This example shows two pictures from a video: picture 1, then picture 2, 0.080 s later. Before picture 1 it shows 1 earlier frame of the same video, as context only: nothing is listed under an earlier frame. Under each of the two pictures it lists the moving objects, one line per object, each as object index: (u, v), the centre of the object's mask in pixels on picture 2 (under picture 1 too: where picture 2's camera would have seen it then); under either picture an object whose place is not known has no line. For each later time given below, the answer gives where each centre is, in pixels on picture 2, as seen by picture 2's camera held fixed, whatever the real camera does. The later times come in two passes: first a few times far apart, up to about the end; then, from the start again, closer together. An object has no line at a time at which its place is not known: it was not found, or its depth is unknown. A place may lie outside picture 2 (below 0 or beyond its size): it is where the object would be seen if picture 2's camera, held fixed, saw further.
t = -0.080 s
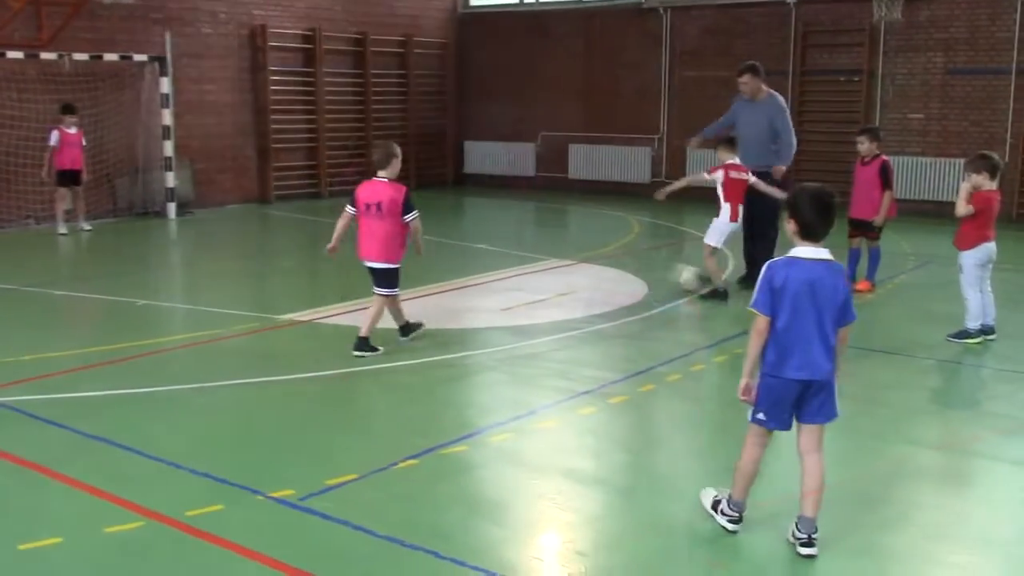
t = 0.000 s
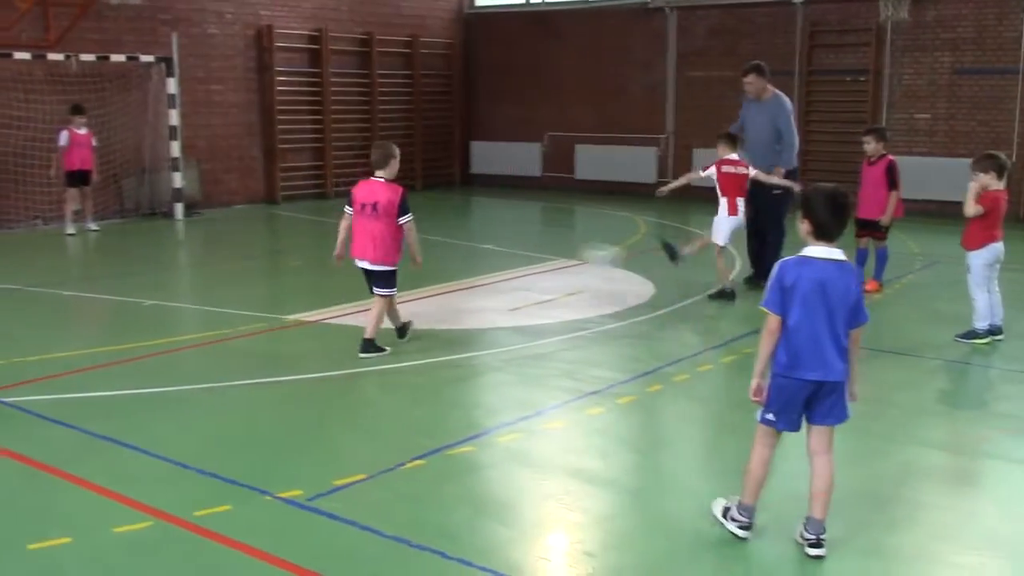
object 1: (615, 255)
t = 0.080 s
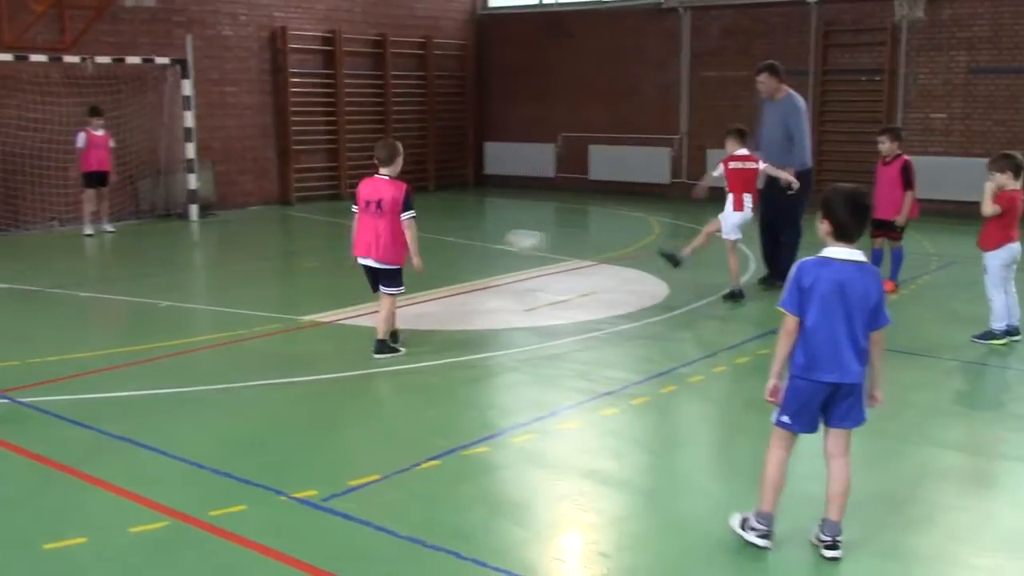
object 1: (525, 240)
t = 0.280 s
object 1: (315, 235)
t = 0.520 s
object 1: (107, 243)
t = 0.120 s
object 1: (481, 237)
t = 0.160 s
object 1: (440, 234)
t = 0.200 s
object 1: (405, 232)
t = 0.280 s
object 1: (315, 235)
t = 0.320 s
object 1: (276, 239)
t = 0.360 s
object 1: (238, 244)
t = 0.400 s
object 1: (203, 251)
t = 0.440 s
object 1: (166, 256)
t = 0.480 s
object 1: (135, 249)
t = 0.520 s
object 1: (107, 243)
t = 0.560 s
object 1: (77, 236)
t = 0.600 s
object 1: (49, 233)
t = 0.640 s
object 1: (21, 232)
